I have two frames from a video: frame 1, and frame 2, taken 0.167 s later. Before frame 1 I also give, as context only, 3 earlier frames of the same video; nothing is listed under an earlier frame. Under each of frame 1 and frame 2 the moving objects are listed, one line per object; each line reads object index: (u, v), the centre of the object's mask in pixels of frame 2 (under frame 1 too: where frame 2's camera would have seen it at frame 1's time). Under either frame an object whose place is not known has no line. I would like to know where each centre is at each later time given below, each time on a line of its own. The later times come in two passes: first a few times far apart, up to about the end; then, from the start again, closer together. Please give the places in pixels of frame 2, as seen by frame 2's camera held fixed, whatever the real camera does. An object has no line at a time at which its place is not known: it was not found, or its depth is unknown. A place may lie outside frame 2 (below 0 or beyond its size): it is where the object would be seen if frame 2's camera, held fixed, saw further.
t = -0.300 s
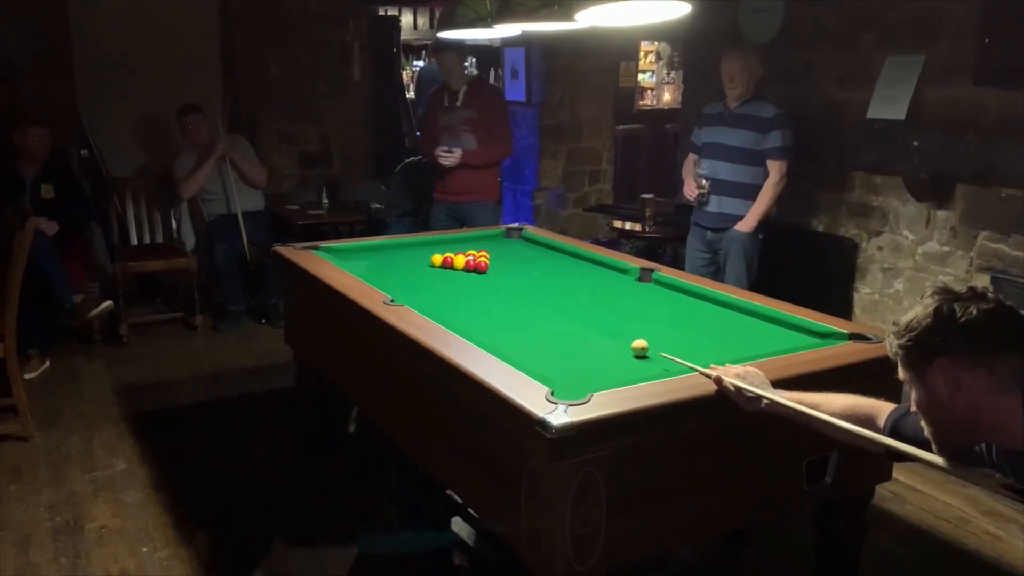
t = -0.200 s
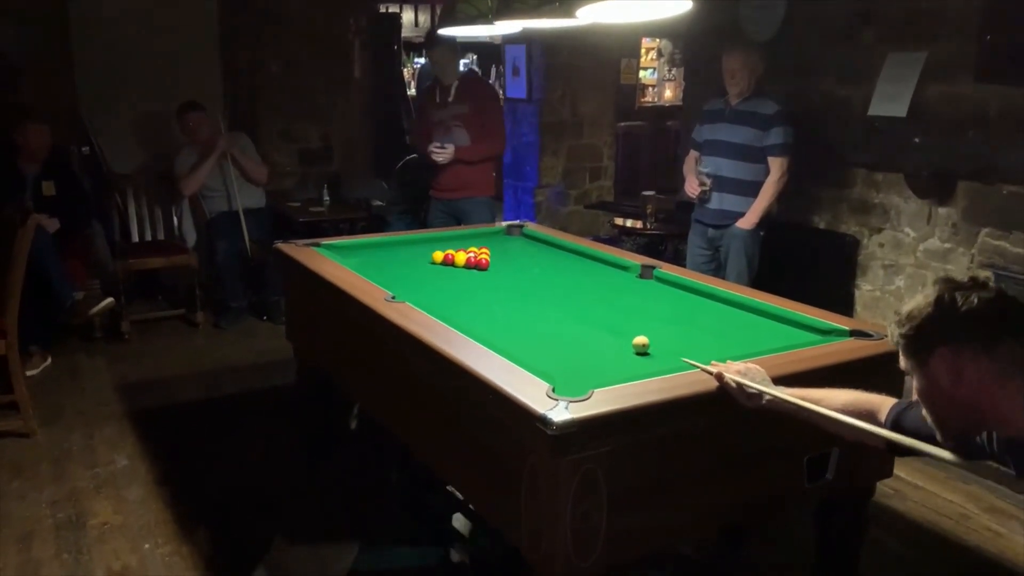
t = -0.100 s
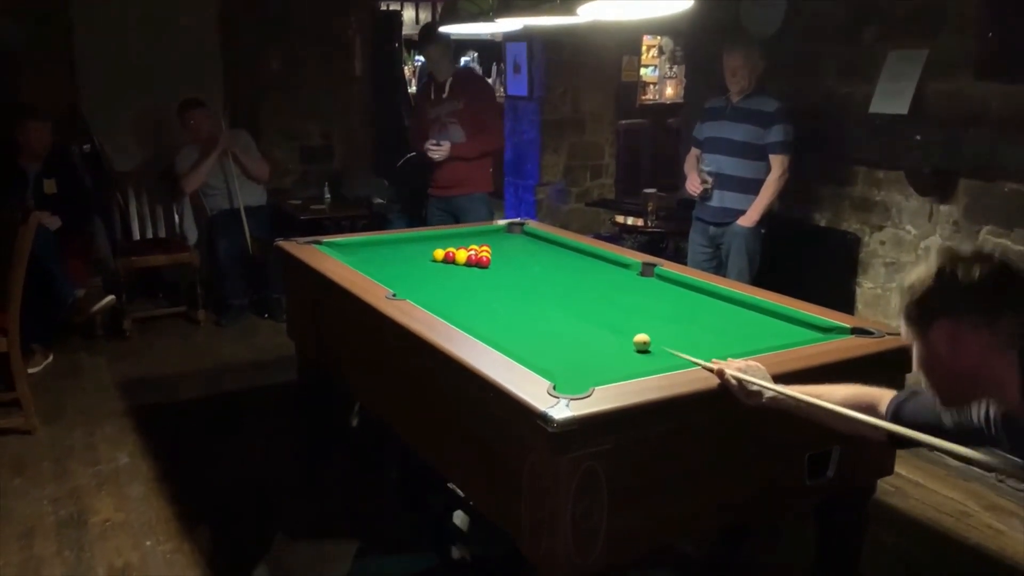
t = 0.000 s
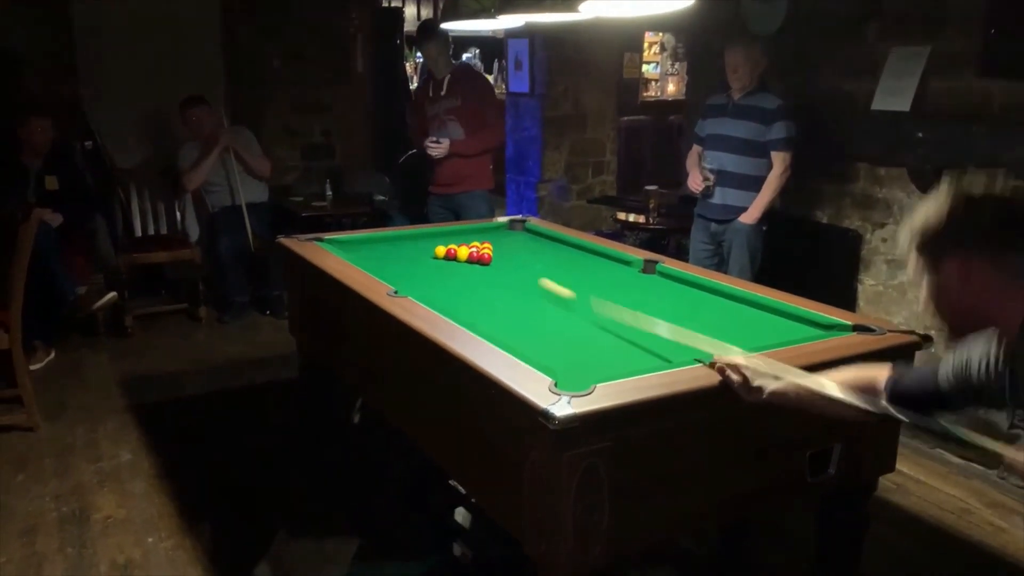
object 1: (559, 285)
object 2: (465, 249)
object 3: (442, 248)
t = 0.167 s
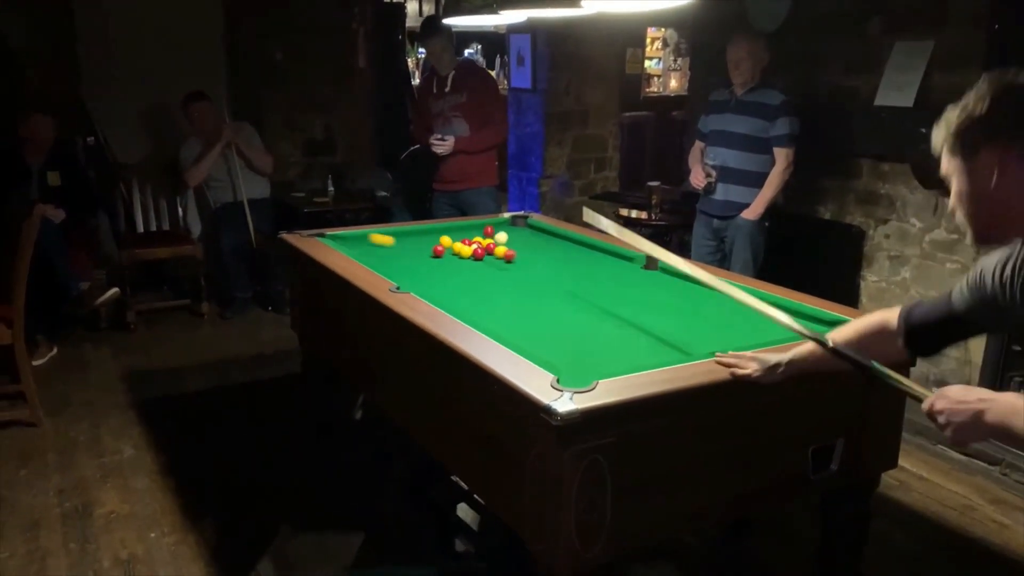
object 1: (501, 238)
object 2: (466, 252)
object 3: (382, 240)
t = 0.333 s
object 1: (516, 263)
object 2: (467, 252)
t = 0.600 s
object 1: (531, 277)
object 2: (469, 253)
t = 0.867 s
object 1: (522, 273)
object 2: (483, 254)
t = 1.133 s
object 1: (504, 265)
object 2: (504, 252)
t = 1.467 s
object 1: (486, 263)
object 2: (525, 255)
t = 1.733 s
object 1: (473, 263)
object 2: (541, 256)
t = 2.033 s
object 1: (462, 262)
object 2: (556, 257)
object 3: (379, 248)
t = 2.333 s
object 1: (454, 261)
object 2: (568, 257)
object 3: (377, 248)
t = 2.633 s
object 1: (447, 261)
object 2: (578, 257)
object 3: (377, 248)
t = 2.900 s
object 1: (443, 261)
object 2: (584, 257)
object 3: (377, 249)
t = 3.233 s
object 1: (441, 261)
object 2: (589, 257)
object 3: (377, 249)
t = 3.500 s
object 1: (441, 261)
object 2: (590, 257)
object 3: (377, 249)
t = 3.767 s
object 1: (441, 262)
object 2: (589, 257)
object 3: (377, 249)
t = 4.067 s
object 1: (441, 262)
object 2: (589, 257)
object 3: (377, 249)
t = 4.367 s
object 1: (441, 262)
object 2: (589, 257)
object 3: (377, 249)
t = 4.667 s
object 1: (441, 262)
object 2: (589, 257)
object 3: (377, 249)
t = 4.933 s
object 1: (441, 262)
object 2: (589, 257)
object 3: (377, 249)
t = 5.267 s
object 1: (441, 261)
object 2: (589, 257)
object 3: (377, 248)
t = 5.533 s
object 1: (441, 261)
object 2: (589, 257)
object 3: (377, 248)
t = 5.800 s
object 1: (441, 261)
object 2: (589, 257)
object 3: (377, 248)
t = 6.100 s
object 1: (441, 261)
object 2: (589, 257)
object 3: (377, 248)
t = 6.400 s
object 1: (442, 261)
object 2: (589, 257)
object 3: (377, 248)
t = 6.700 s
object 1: (442, 261)
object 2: (589, 257)
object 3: (377, 248)
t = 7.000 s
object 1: (442, 261)
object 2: (589, 257)
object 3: (376, 248)
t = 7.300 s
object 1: (442, 261)
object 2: (589, 257)
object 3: (377, 248)
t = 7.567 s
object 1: (442, 261)
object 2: (589, 256)
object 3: (377, 248)
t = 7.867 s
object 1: (442, 261)
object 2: (589, 257)
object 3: (377, 248)
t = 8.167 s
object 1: (442, 261)
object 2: (589, 257)
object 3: (377, 248)
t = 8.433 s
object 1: (442, 261)
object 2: (589, 257)
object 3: (377, 248)
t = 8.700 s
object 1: (442, 261)
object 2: (589, 257)
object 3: (377, 248)
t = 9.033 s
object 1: (442, 261)
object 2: (589, 256)
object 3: (377, 248)
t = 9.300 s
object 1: (442, 260)
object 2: (589, 257)
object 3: (377, 248)
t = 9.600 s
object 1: (442, 260)
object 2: (589, 257)
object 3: (377, 248)
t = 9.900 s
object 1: (442, 261)
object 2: (589, 256)
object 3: (377, 248)
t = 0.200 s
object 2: (466, 252)
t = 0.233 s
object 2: (466, 252)
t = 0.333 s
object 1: (516, 263)
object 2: (467, 252)
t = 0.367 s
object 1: (521, 264)
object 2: (467, 253)
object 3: (380, 252)
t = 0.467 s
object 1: (527, 272)
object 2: (468, 253)
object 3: (385, 260)
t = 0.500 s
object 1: (528, 273)
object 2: (468, 253)
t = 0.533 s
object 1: (530, 275)
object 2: (468, 253)
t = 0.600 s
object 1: (531, 277)
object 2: (469, 253)
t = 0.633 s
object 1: (532, 277)
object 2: (469, 253)
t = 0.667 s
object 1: (532, 277)
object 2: (469, 253)
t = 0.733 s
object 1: (530, 276)
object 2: (471, 253)
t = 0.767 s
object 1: (529, 276)
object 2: (475, 253)
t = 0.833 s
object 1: (525, 274)
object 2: (480, 254)
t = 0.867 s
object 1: (522, 273)
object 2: (483, 254)
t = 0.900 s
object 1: (520, 272)
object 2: (485, 254)
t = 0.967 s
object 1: (515, 270)
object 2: (489, 253)
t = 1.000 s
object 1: (513, 269)
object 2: (491, 253)
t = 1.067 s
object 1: (509, 267)
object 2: (498, 251)
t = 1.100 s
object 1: (506, 266)
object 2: (501, 252)
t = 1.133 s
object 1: (504, 265)
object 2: (504, 252)
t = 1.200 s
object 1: (500, 263)
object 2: (509, 254)
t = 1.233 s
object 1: (498, 264)
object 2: (511, 255)
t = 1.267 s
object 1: (496, 263)
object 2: (513, 255)
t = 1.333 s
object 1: (493, 263)
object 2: (517, 255)
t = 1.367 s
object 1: (491, 263)
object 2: (519, 255)
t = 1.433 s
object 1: (487, 263)
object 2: (523, 255)
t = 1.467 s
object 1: (486, 263)
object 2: (525, 255)
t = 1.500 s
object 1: (484, 263)
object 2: (527, 256)
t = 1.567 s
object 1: (481, 263)
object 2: (531, 256)
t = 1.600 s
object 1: (479, 263)
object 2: (533, 256)
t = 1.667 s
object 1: (476, 263)
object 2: (537, 256)
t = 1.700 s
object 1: (475, 263)
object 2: (539, 256)
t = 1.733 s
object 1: (473, 263)
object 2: (541, 256)
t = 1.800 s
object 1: (471, 262)
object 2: (544, 256)
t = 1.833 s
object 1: (470, 262)
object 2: (546, 256)
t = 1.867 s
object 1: (468, 262)
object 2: (548, 256)
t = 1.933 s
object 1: (466, 262)
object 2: (551, 257)
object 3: (381, 248)
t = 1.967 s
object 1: (465, 262)
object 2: (553, 257)
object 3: (380, 248)
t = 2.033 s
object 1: (462, 262)
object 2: (556, 257)
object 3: (379, 248)
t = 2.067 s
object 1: (461, 262)
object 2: (557, 257)
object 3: (379, 248)
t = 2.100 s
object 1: (460, 262)
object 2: (559, 257)
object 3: (379, 248)
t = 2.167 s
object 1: (458, 261)
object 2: (562, 257)
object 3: (378, 248)
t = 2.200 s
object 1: (457, 261)
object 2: (563, 257)
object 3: (378, 248)
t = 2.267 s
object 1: (455, 261)
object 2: (566, 257)
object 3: (377, 248)
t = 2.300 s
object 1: (454, 262)
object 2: (567, 257)
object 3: (377, 248)
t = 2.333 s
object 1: (454, 261)
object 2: (568, 257)
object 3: (377, 248)
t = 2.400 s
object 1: (452, 261)
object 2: (570, 257)
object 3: (377, 248)
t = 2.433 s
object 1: (451, 262)
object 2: (572, 257)
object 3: (377, 248)
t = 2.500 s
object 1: (450, 261)
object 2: (574, 257)
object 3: (377, 248)
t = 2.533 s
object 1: (449, 261)
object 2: (575, 257)
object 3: (377, 248)
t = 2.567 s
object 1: (448, 261)
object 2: (576, 257)
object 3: (377, 248)
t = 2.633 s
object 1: (447, 261)
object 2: (578, 257)
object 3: (377, 248)
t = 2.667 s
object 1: (446, 261)
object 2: (579, 257)
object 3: (377, 249)
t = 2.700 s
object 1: (446, 261)
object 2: (579, 257)
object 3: (377, 249)
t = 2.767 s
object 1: (445, 261)
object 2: (581, 257)
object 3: (377, 248)
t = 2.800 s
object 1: (445, 261)
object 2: (582, 257)
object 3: (377, 248)
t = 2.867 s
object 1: (444, 261)
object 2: (583, 257)
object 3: (377, 249)
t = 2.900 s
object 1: (443, 261)
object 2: (584, 257)
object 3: (377, 249)
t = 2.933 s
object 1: (443, 261)
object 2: (584, 257)
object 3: (377, 249)
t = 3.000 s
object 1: (442, 261)
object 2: (585, 257)
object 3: (377, 249)
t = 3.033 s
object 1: (442, 261)
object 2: (586, 257)
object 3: (377, 249)
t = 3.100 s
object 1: (442, 261)
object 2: (587, 257)
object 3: (377, 249)
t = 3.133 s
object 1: (442, 261)
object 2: (587, 257)
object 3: (377, 249)
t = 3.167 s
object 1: (442, 261)
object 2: (588, 257)
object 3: (377, 249)
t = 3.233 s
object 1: (441, 261)
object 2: (589, 257)
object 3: (377, 249)
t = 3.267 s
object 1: (441, 261)
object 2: (589, 257)
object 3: (377, 249)
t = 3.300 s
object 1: (441, 261)
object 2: (589, 257)
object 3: (377, 249)
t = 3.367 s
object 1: (441, 261)
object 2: (589, 257)
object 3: (377, 248)
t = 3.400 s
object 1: (441, 261)
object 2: (590, 257)
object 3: (377, 249)
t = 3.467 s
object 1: (441, 261)
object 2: (590, 257)
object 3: (377, 249)
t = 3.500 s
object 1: (441, 261)
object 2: (590, 257)
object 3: (377, 249)
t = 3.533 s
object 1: (441, 261)
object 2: (589, 257)
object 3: (377, 249)
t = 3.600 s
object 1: (441, 262)
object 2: (589, 257)
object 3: (377, 249)
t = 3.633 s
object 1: (441, 261)
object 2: (589, 257)
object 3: (377, 249)
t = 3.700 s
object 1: (441, 262)
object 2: (589, 257)
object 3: (377, 249)
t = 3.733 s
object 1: (441, 261)
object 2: (589, 257)
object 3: (377, 249)
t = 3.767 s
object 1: (441, 262)
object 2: (589, 257)
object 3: (377, 249)
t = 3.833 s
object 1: (441, 262)
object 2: (589, 257)
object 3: (377, 249)
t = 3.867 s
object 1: (441, 262)
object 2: (589, 257)
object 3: (377, 249)
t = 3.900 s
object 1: (441, 262)
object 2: (589, 257)
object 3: (377, 249)
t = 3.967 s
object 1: (441, 262)
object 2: (589, 257)
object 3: (377, 249)
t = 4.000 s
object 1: (441, 262)
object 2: (589, 257)
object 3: (377, 249)
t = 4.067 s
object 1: (441, 262)
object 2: (589, 257)
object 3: (377, 249)
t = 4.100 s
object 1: (441, 262)
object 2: (589, 257)
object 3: (377, 249)
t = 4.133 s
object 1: (441, 262)
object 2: (589, 257)
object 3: (377, 249)
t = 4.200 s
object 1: (441, 262)
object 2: (589, 257)
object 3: (377, 249)
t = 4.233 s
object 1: (441, 262)
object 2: (589, 257)
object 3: (377, 249)
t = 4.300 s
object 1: (441, 262)
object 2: (589, 257)
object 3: (377, 249)
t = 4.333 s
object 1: (441, 262)
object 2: (589, 257)
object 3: (377, 249)
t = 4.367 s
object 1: (441, 262)
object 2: (589, 257)
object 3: (377, 249)
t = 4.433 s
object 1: (441, 262)
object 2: (589, 257)
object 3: (377, 249)
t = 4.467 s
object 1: (441, 261)
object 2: (589, 257)
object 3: (377, 249)
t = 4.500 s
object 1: (441, 262)
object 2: (589, 257)
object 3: (377, 249)
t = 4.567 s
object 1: (441, 262)
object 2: (589, 257)
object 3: (377, 248)
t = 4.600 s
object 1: (441, 262)
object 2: (589, 257)
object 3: (377, 249)
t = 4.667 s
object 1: (441, 262)
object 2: (589, 257)
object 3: (377, 249)
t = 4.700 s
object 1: (441, 262)
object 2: (589, 257)
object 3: (377, 249)
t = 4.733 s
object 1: (441, 262)
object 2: (589, 257)
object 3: (377, 249)
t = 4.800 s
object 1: (441, 262)
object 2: (589, 257)
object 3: (377, 249)
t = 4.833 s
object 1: (441, 262)
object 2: (589, 258)
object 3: (377, 249)
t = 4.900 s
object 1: (441, 262)
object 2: (589, 257)
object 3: (377, 249)
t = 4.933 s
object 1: (441, 262)
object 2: (589, 257)
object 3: (377, 249)
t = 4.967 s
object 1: (441, 262)
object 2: (589, 257)
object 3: (377, 249)
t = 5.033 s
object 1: (441, 262)
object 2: (589, 257)
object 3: (377, 249)
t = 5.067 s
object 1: (441, 262)
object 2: (589, 257)
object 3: (377, 249)
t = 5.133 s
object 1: (441, 262)
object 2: (589, 257)
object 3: (377, 249)
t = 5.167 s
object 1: (441, 261)
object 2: (589, 257)
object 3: (377, 249)
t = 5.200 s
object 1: (441, 262)
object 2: (589, 257)
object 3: (377, 249)
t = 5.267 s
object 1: (441, 261)
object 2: (589, 257)
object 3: (377, 248)
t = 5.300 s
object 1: (441, 261)
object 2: (589, 257)
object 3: (377, 248)
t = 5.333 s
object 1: (441, 261)
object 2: (589, 257)
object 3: (377, 249)
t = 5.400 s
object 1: (441, 261)
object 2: (589, 257)
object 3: (377, 248)
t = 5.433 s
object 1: (441, 261)
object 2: (589, 257)
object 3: (377, 248)
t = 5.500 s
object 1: (441, 261)
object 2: (589, 257)
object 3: (377, 248)
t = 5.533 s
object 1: (441, 261)
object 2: (589, 257)
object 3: (377, 248)
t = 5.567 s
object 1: (441, 261)
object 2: (589, 257)
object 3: (377, 248)
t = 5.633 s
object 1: (441, 261)
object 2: (589, 257)
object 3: (377, 248)
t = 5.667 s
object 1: (441, 261)
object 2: (589, 257)
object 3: (377, 248)
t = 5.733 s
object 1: (441, 261)
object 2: (589, 257)
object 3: (377, 248)
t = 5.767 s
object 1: (441, 261)
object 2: (589, 257)
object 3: (377, 248)
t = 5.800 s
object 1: (441, 261)
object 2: (589, 257)
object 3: (377, 248)
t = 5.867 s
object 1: (441, 261)
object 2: (589, 257)
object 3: (377, 248)
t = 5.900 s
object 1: (441, 261)
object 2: (589, 257)
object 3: (377, 248)
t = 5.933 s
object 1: (441, 261)
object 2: (589, 257)
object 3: (377, 248)
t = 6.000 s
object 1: (441, 261)
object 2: (589, 257)
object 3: (377, 248)
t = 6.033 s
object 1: (441, 261)
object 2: (589, 257)
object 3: (377, 248)
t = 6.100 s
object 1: (441, 261)
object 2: (589, 257)
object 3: (377, 248)
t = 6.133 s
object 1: (441, 261)
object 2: (589, 257)
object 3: (377, 248)
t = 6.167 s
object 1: (441, 261)
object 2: (589, 257)
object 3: (377, 248)
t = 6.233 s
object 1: (442, 261)
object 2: (589, 257)
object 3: (377, 248)
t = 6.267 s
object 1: (441, 261)
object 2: (589, 257)
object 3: (377, 248)
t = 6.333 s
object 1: (442, 261)
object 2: (589, 257)
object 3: (377, 248)
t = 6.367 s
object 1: (442, 261)
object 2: (589, 257)
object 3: (377, 248)
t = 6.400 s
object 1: (442, 261)
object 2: (589, 257)
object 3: (377, 248)
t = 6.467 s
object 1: (442, 261)
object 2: (589, 257)
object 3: (377, 248)
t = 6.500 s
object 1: (442, 261)
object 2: (589, 257)
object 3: (377, 248)
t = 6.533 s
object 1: (442, 261)
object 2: (589, 257)
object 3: (377, 248)
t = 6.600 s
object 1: (442, 261)
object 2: (589, 257)
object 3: (377, 248)
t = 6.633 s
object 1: (442, 261)
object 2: (589, 257)
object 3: (377, 248)
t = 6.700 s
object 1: (442, 261)
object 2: (589, 257)
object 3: (377, 248)
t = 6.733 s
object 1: (442, 261)
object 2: (589, 257)
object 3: (377, 248)
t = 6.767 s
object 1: (442, 261)
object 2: (589, 257)
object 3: (376, 248)
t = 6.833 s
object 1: (442, 261)
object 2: (589, 256)
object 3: (376, 248)
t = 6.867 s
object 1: (442, 261)
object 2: (589, 257)
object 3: (377, 248)
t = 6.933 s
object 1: (442, 261)
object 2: (589, 257)
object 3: (377, 248)
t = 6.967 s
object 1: (442, 261)
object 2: (589, 257)
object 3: (376, 248)
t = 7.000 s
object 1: (442, 261)
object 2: (589, 257)
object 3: (376, 248)
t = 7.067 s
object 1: (442, 261)
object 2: (589, 257)
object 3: (377, 248)
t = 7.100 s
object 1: (442, 261)
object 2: (589, 257)
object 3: (376, 248)
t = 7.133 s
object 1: (442, 261)
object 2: (589, 257)
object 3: (377, 248)
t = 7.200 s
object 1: (442, 261)
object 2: (589, 257)
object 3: (376, 248)
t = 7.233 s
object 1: (442, 261)
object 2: (589, 257)
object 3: (377, 248)
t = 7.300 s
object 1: (442, 261)
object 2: (589, 257)
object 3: (377, 248)
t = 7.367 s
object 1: (442, 261)
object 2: (589, 257)
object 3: (377, 248)
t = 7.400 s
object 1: (442, 261)
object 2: (589, 257)
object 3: (377, 248)
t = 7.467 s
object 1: (442, 261)
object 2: (589, 256)
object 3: (376, 248)
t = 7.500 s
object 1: (442, 261)
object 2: (589, 256)
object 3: (376, 248)
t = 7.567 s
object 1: (442, 261)
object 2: (589, 256)
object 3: (377, 248)
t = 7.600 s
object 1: (442, 261)
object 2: (589, 257)
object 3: (376, 248)
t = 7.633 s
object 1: (442, 261)
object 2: (589, 257)
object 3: (376, 248)
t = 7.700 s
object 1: (442, 261)
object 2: (589, 257)
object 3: (377, 248)
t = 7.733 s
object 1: (442, 261)
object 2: (589, 257)
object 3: (377, 248)
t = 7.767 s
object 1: (442, 261)
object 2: (589, 257)
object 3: (377, 248)
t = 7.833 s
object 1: (442, 261)
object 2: (589, 256)
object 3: (377, 248)
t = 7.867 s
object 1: (442, 261)
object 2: (589, 257)
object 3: (377, 248)
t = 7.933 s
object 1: (441, 261)
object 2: (589, 257)
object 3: (377, 248)
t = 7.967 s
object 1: (441, 261)
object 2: (589, 256)
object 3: (377, 248)
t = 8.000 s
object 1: (441, 261)
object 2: (589, 257)
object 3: (377, 248)
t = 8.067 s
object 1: (442, 261)
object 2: (589, 257)
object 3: (377, 248)
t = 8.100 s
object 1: (442, 261)
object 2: (589, 257)
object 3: (377, 248)
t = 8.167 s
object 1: (442, 261)
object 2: (589, 257)
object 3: (377, 248)
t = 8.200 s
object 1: (442, 261)
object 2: (589, 257)
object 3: (377, 248)
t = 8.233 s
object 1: (442, 261)
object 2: (589, 257)
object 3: (377, 248)
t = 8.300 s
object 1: (442, 261)
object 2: (589, 257)
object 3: (377, 248)
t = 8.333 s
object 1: (442, 261)
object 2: (589, 257)
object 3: (377, 248)
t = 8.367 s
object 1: (442, 261)
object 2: (589, 257)
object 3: (377, 248)
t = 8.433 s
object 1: (442, 261)
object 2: (589, 257)
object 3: (377, 248)
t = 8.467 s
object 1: (442, 261)
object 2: (589, 257)
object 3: (377, 248)
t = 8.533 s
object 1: (442, 261)
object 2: (589, 257)
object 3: (377, 248)
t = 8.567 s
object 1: (442, 261)
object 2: (589, 257)
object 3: (377, 248)
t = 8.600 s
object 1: (442, 261)
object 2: (589, 256)
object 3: (377, 248)
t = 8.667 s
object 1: (441, 261)
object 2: (589, 256)
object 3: (377, 248)
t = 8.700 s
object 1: (442, 261)
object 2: (589, 257)
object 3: (377, 248)
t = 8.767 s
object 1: (442, 261)
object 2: (589, 256)
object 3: (377, 248)
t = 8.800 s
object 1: (442, 261)
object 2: (589, 256)
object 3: (377, 248)
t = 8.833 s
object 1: (442, 261)
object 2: (589, 256)
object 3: (377, 248)
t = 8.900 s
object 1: (442, 261)
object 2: (589, 256)
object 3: (377, 248)
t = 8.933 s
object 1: (442, 261)
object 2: (589, 256)
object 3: (377, 248)
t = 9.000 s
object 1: (442, 261)
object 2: (589, 256)
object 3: (377, 248)
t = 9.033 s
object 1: (442, 261)
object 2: (589, 256)
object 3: (377, 248)
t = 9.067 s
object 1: (442, 260)
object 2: (589, 257)
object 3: (377, 248)
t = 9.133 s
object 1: (442, 261)
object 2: (589, 256)
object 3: (377, 248)
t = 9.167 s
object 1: (442, 260)
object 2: (589, 256)
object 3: (377, 248)
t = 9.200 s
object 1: (442, 260)
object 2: (589, 256)
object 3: (377, 248)
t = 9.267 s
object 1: (442, 260)
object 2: (589, 257)
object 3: (377, 248)
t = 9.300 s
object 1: (442, 260)
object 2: (589, 257)
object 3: (377, 248)
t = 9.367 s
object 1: (442, 260)
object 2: (589, 256)
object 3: (377, 248)
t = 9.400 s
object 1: (442, 261)
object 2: (589, 257)
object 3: (377, 248)
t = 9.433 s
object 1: (442, 261)
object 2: (589, 257)
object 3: (377, 248)
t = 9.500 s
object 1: (442, 261)
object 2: (589, 257)
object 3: (377, 248)
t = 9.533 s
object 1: (442, 261)
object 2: (589, 257)
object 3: (377, 248)
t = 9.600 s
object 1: (442, 260)
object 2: (589, 257)
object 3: (377, 248)
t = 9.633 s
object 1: (442, 261)
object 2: (589, 257)
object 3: (377, 248)
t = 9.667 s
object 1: (442, 261)
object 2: (589, 257)
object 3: (377, 248)
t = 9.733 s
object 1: (442, 260)
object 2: (589, 256)
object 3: (377, 248)
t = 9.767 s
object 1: (442, 260)
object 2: (589, 256)
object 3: (377, 248)
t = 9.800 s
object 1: (441, 261)
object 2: (589, 256)
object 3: (377, 248)
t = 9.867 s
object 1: (442, 261)
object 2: (589, 256)
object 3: (377, 248)
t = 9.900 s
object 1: (442, 261)
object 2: (589, 256)
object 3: (377, 248)
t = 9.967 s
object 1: (442, 260)
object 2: (589, 256)
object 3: (377, 248)
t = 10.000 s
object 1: (442, 261)
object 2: (589, 256)
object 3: (377, 249)
